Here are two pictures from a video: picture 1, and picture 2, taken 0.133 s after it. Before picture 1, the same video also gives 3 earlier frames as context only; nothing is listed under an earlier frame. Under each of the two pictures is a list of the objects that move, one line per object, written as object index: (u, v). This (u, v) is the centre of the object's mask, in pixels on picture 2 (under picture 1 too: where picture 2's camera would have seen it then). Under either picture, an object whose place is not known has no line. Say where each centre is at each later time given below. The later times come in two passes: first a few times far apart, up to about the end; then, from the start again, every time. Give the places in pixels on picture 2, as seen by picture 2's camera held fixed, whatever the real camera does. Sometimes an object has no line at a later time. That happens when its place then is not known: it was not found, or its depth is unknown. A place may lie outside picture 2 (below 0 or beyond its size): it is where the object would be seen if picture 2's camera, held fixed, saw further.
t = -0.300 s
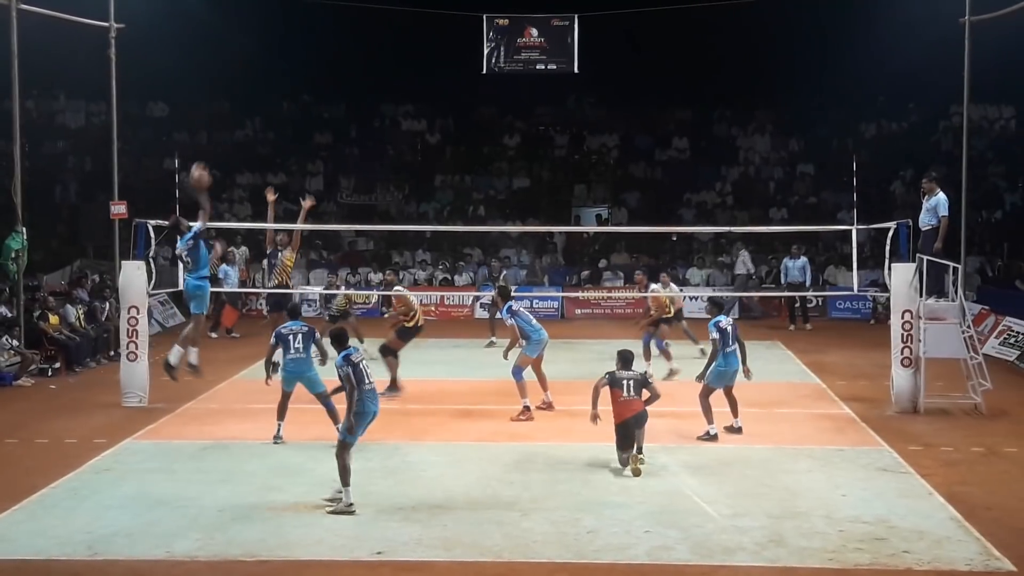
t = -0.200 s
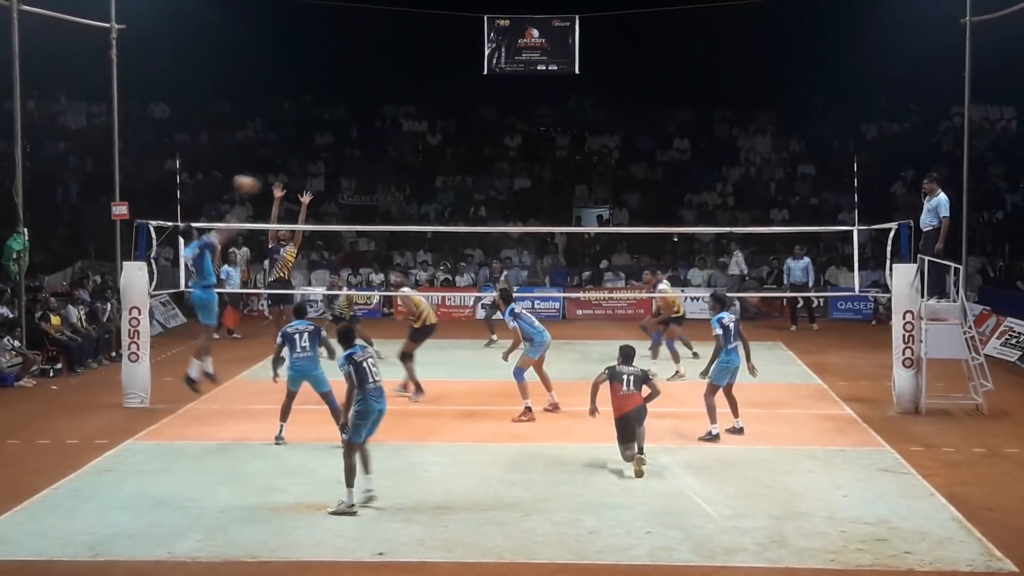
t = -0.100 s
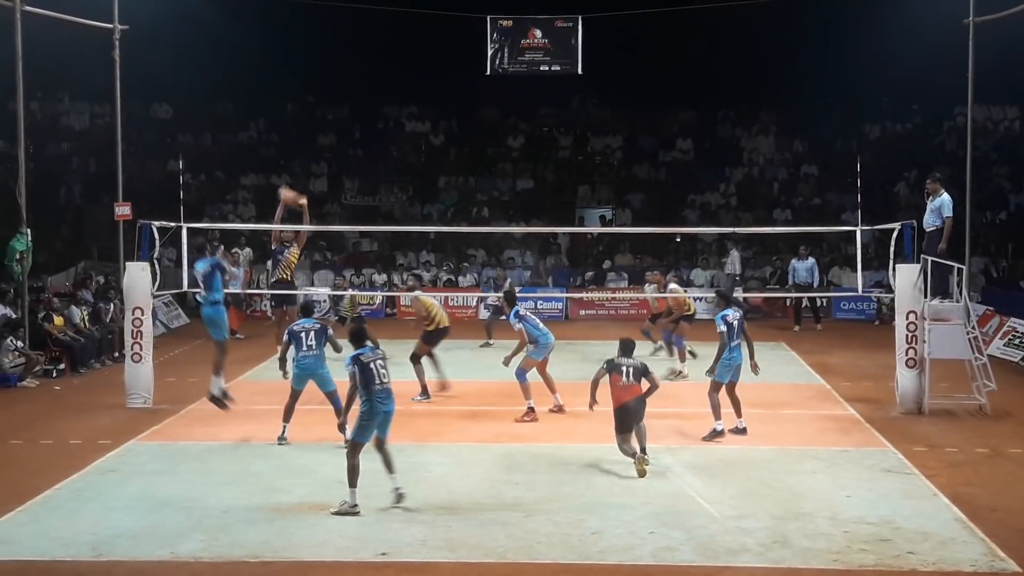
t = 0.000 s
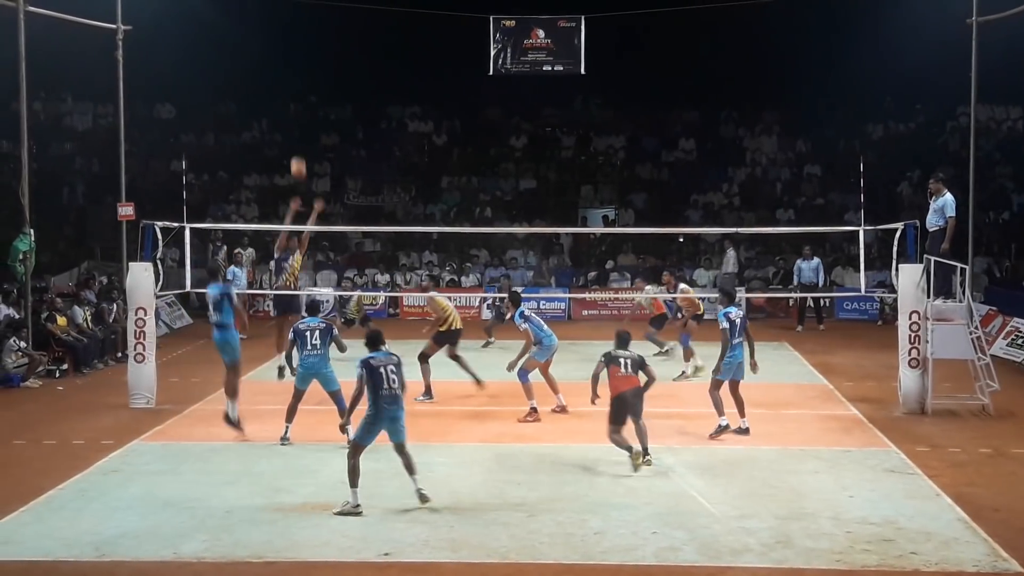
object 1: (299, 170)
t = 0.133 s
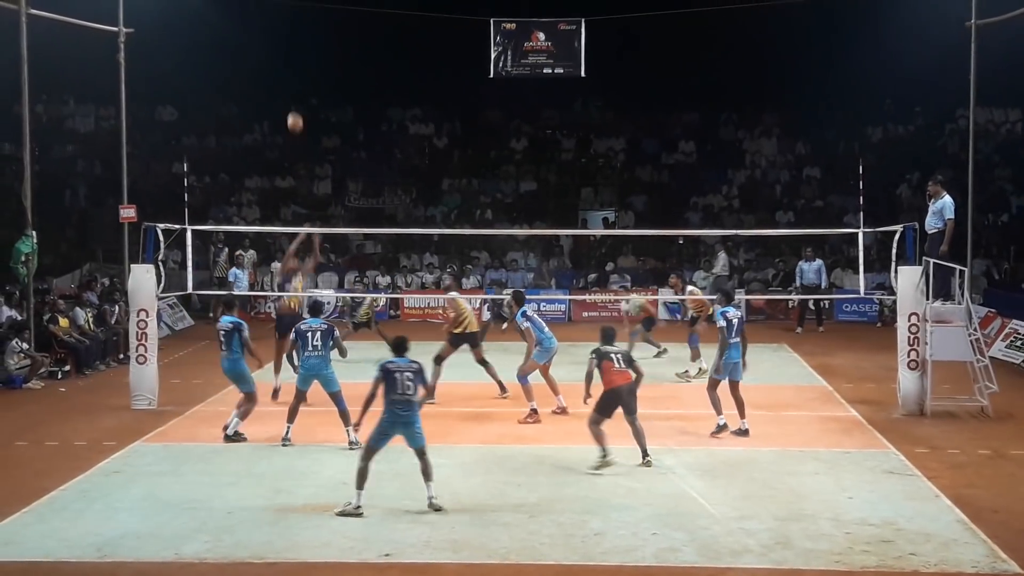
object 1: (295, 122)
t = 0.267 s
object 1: (290, 88)
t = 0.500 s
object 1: (284, 61)
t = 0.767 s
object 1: (277, 75)
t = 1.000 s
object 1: (272, 124)
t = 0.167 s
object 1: (294, 113)
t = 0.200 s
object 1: (293, 104)
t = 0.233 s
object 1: (292, 95)
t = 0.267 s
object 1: (290, 88)
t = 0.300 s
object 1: (289, 82)
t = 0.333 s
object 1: (288, 76)
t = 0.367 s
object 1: (287, 72)
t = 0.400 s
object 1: (286, 68)
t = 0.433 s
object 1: (285, 64)
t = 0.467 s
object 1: (285, 62)
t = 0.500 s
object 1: (284, 61)
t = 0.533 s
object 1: (283, 60)
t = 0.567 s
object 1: (282, 60)
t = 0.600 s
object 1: (281, 60)
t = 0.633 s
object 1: (280, 62)
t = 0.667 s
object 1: (280, 64)
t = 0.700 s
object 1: (279, 67)
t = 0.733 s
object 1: (278, 70)
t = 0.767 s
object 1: (277, 75)
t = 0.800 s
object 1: (276, 80)
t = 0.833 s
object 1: (275, 85)
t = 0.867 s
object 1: (275, 92)
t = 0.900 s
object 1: (274, 99)
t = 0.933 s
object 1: (274, 107)
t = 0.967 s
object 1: (273, 115)
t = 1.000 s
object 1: (272, 124)
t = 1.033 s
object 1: (272, 134)
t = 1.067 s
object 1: (271, 144)
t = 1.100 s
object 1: (271, 154)
